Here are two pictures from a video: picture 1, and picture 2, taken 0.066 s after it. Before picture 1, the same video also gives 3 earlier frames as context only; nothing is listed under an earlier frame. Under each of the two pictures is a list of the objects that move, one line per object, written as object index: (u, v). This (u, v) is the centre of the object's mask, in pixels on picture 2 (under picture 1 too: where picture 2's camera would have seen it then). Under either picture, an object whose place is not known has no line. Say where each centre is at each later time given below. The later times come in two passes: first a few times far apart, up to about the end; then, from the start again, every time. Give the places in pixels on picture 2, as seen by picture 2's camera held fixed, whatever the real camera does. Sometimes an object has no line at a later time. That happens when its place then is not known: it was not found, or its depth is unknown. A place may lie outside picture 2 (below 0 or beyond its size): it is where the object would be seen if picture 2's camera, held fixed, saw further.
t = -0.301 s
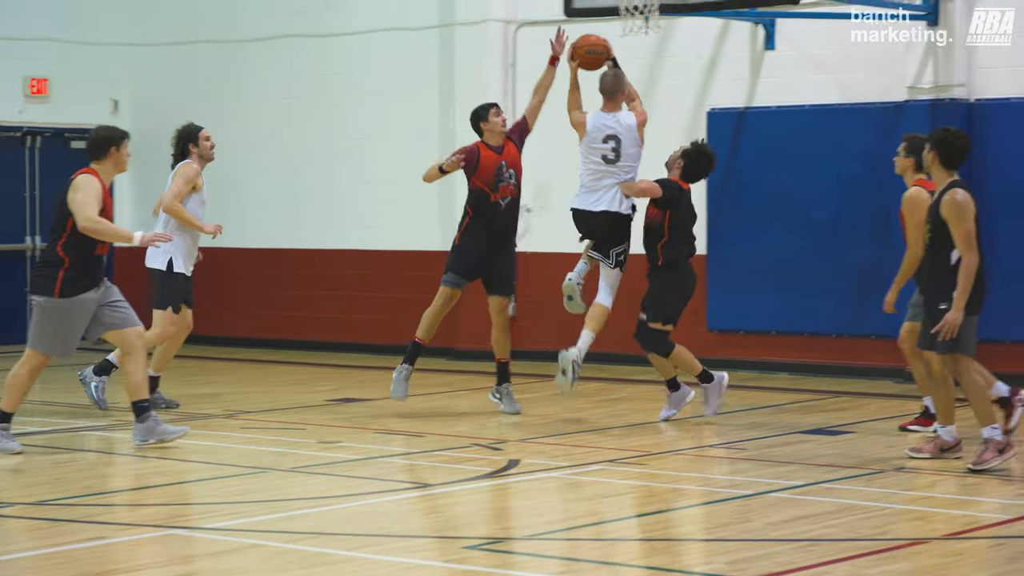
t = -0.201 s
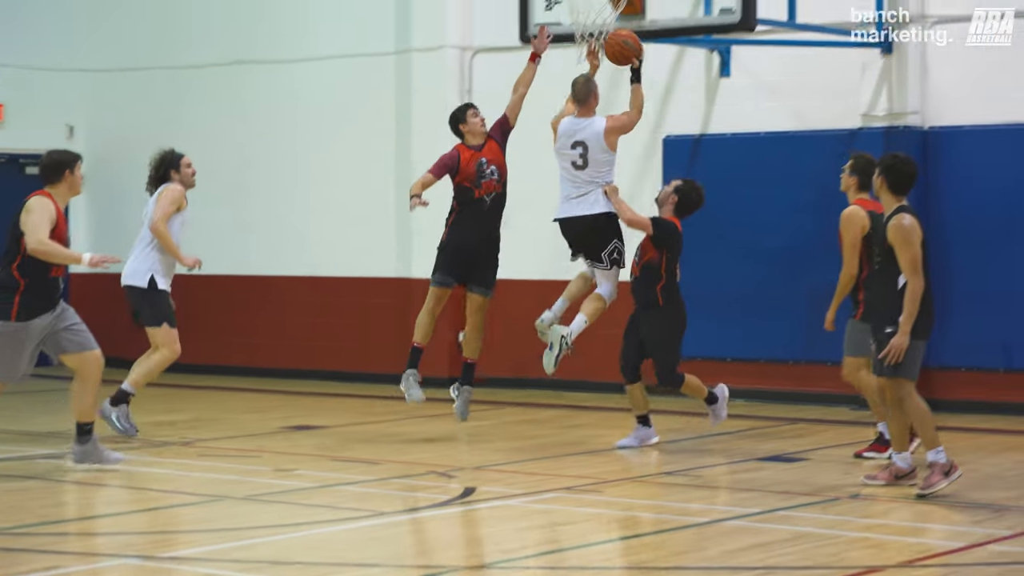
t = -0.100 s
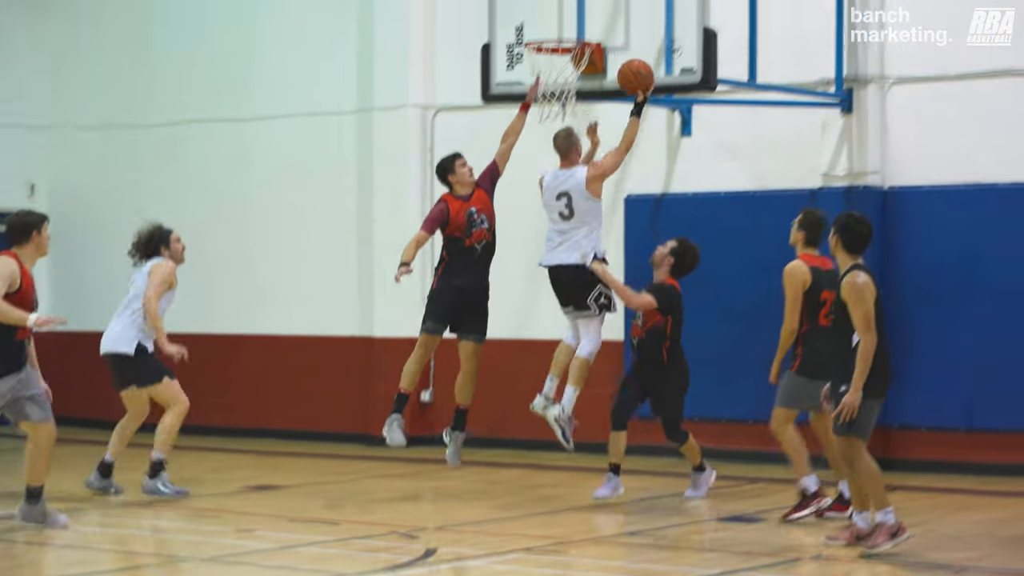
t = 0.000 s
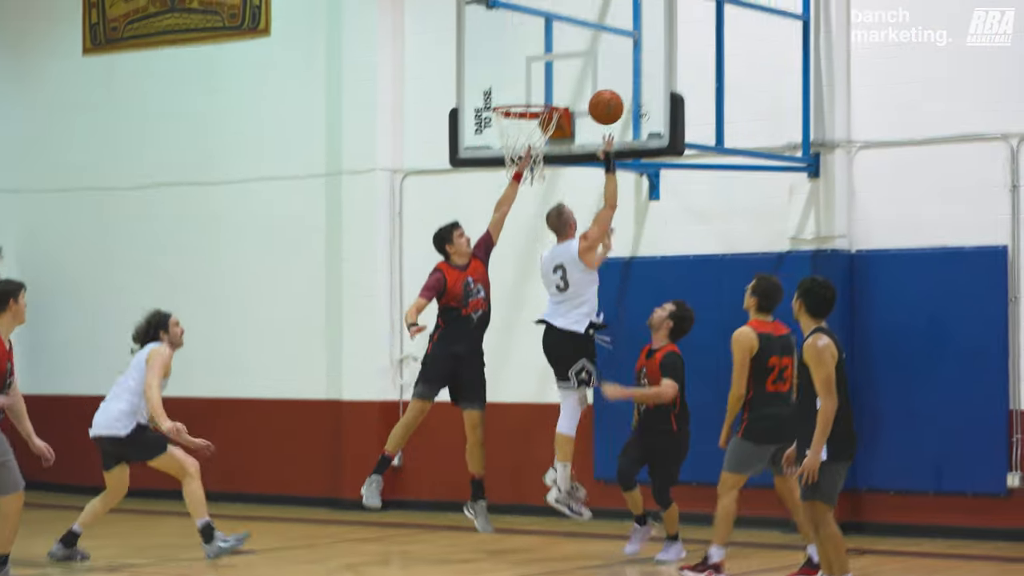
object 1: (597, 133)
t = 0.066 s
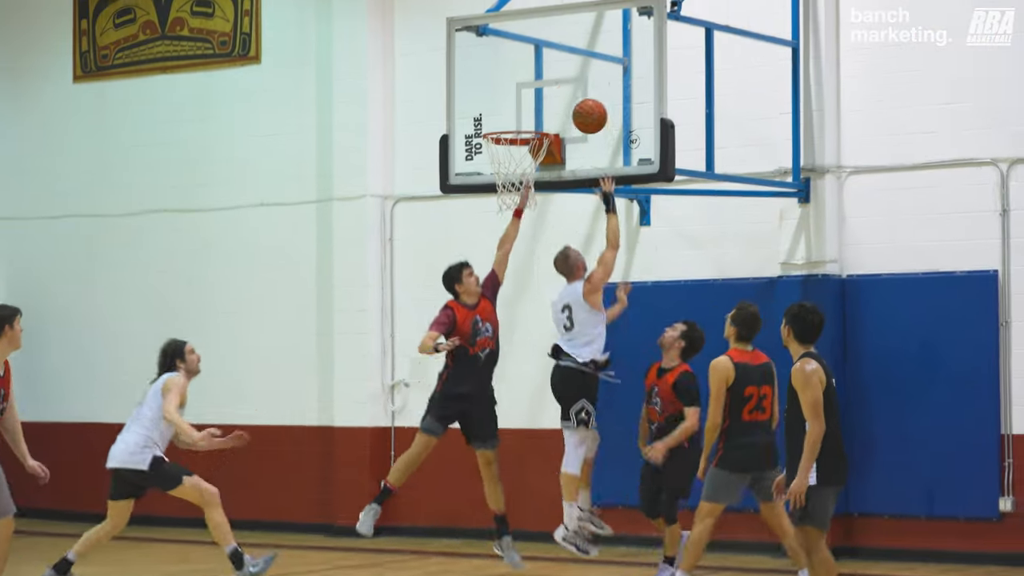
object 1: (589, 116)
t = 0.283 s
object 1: (549, 98)
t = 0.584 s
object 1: (519, 171)
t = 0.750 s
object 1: (531, 229)
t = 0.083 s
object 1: (588, 113)
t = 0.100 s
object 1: (586, 110)
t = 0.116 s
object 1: (585, 108)
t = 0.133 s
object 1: (583, 105)
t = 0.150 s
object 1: (581, 104)
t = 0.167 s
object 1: (577, 101)
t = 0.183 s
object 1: (573, 100)
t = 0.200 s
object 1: (569, 99)
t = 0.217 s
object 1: (565, 98)
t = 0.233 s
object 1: (561, 97)
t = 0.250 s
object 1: (557, 97)
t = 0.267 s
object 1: (553, 98)
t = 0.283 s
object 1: (549, 98)
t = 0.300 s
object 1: (545, 100)
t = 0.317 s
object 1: (541, 101)
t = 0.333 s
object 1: (537, 103)
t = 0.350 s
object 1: (533, 105)
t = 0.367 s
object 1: (529, 108)
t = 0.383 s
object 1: (525, 111)
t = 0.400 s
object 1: (521, 114)
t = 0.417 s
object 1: (517, 117)
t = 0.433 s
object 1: (513, 120)
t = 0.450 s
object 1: (508, 122)
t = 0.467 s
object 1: (505, 125)
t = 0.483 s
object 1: (507, 136)
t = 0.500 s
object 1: (510, 141)
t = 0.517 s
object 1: (511, 147)
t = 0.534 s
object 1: (513, 152)
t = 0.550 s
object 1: (514, 157)
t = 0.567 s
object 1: (516, 163)
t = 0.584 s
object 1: (519, 171)
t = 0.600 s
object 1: (521, 176)
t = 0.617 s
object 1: (522, 182)
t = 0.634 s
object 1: (524, 187)
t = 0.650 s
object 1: (525, 192)
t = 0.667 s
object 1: (526, 197)
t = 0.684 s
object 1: (528, 204)
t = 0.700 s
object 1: (528, 210)
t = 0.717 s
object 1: (529, 215)
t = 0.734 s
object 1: (530, 222)
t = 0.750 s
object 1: (531, 229)
